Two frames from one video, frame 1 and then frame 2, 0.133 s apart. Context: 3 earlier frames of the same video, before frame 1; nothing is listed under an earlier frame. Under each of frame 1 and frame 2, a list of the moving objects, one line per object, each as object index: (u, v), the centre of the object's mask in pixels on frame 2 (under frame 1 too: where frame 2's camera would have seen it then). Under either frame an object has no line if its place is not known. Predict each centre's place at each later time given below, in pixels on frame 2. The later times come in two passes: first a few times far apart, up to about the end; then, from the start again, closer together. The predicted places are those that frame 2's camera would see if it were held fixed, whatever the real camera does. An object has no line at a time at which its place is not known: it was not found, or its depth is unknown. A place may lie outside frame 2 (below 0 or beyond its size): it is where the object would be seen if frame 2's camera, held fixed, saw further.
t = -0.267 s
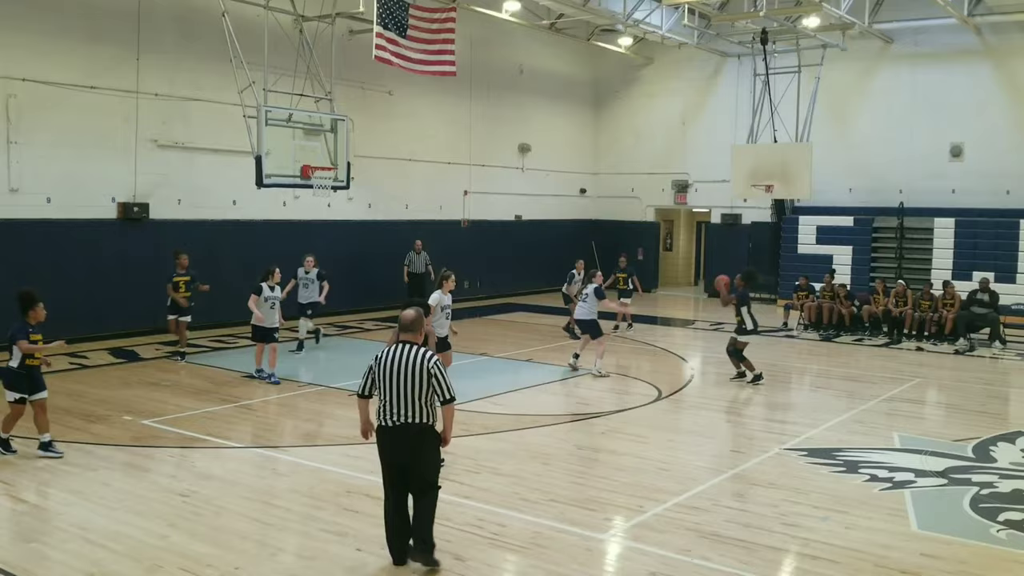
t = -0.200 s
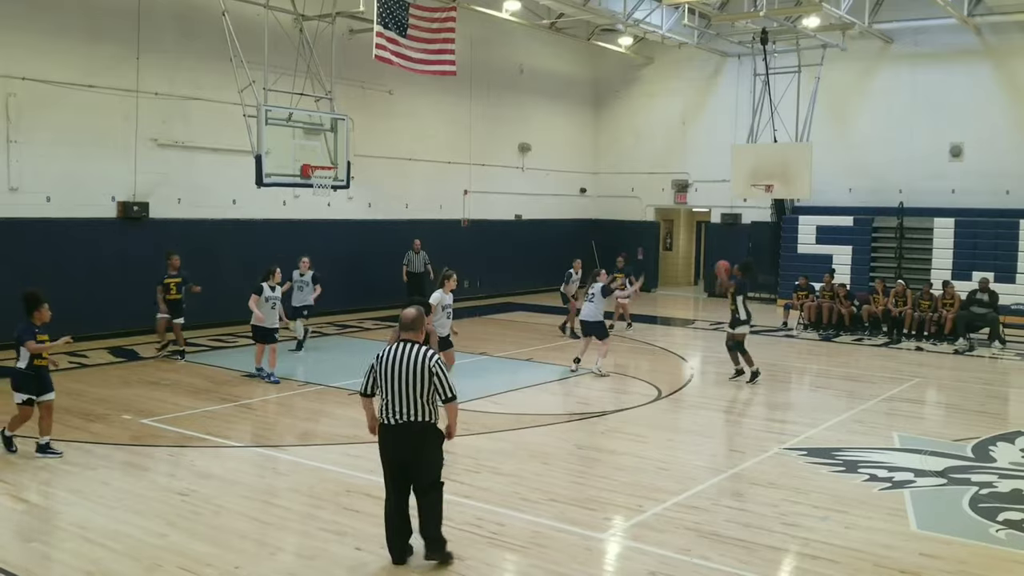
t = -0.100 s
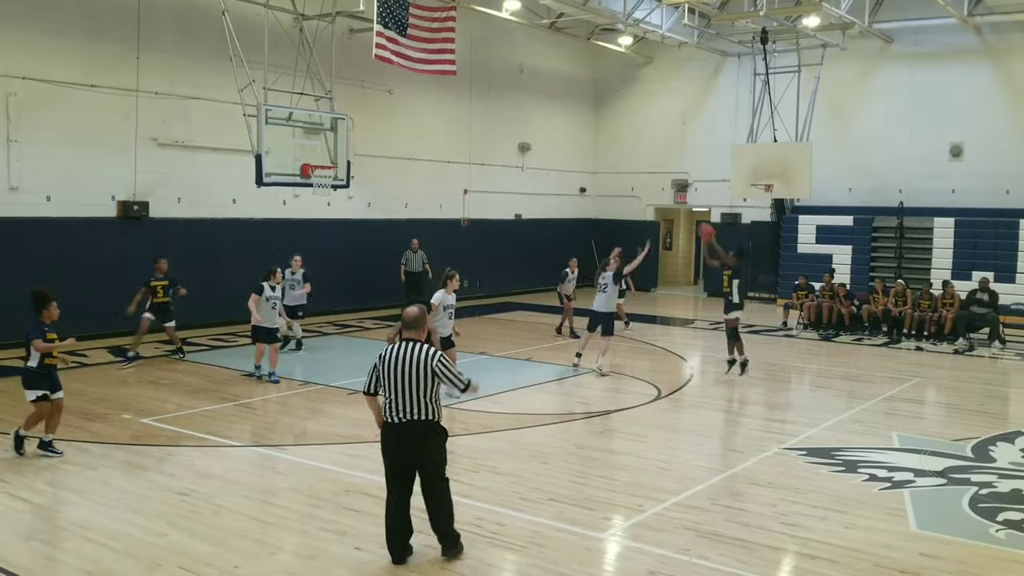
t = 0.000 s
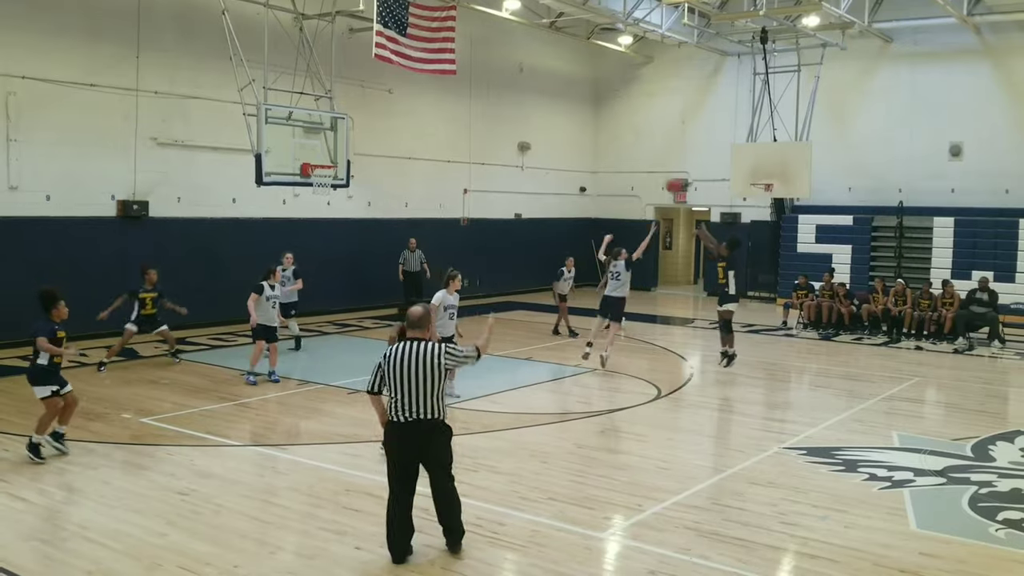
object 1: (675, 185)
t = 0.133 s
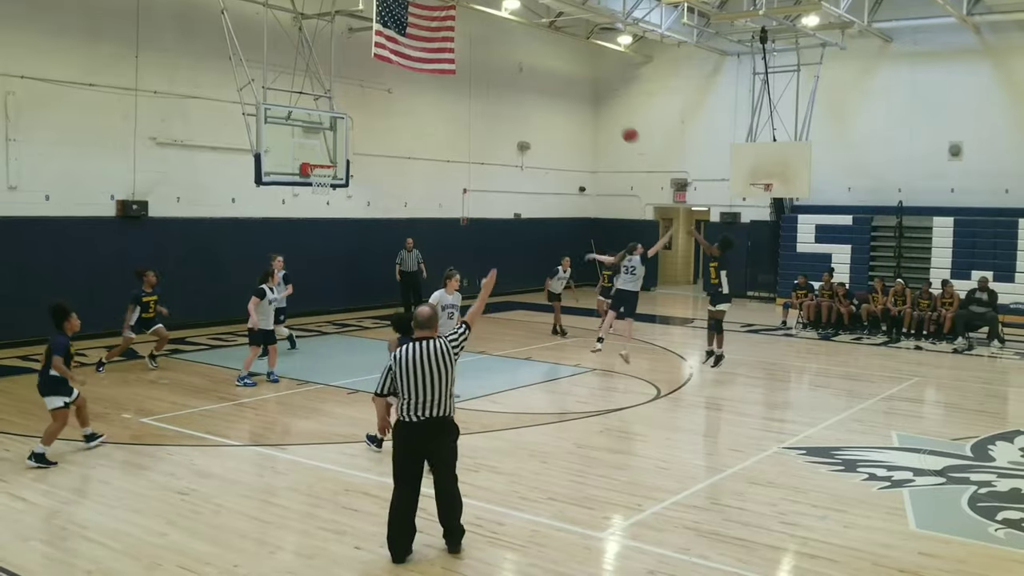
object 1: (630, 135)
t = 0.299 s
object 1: (577, 90)
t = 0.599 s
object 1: (486, 54)
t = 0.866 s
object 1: (409, 72)
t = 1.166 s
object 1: (329, 142)
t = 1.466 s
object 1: (333, 147)
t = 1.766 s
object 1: (352, 161)
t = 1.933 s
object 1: (363, 197)
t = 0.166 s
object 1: (619, 124)
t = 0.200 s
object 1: (608, 114)
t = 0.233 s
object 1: (598, 106)
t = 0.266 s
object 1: (587, 97)
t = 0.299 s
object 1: (577, 90)
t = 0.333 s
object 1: (566, 83)
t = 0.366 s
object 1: (556, 77)
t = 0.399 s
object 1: (546, 71)
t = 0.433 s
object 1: (536, 67)
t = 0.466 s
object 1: (526, 63)
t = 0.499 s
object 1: (516, 60)
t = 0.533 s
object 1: (506, 57)
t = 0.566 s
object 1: (496, 55)
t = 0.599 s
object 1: (486, 54)
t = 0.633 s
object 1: (477, 54)
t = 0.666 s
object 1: (467, 54)
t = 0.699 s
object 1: (457, 55)
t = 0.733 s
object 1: (448, 56)
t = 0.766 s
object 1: (438, 60)
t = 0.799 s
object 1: (429, 63)
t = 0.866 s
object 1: (409, 72)
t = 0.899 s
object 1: (400, 77)
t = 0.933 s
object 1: (391, 83)
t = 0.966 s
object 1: (382, 89)
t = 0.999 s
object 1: (373, 97)
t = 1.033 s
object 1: (364, 104)
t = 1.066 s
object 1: (356, 113)
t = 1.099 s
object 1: (347, 122)
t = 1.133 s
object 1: (339, 132)
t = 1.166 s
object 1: (329, 142)
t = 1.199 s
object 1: (321, 152)
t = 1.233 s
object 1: (315, 162)
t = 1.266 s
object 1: (320, 163)
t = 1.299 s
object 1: (324, 163)
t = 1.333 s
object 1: (325, 159)
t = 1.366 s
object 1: (327, 155)
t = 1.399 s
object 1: (329, 152)
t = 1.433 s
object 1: (331, 149)
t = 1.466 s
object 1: (333, 147)
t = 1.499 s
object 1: (335, 146)
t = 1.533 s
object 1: (336, 145)
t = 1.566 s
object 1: (339, 145)
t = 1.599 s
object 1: (341, 146)
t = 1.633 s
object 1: (343, 147)
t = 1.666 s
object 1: (345, 150)
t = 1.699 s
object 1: (348, 153)
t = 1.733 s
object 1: (350, 157)
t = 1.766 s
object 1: (352, 161)
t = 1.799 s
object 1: (354, 167)
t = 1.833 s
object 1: (356, 173)
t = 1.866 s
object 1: (358, 180)
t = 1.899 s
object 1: (360, 188)
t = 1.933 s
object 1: (363, 197)
